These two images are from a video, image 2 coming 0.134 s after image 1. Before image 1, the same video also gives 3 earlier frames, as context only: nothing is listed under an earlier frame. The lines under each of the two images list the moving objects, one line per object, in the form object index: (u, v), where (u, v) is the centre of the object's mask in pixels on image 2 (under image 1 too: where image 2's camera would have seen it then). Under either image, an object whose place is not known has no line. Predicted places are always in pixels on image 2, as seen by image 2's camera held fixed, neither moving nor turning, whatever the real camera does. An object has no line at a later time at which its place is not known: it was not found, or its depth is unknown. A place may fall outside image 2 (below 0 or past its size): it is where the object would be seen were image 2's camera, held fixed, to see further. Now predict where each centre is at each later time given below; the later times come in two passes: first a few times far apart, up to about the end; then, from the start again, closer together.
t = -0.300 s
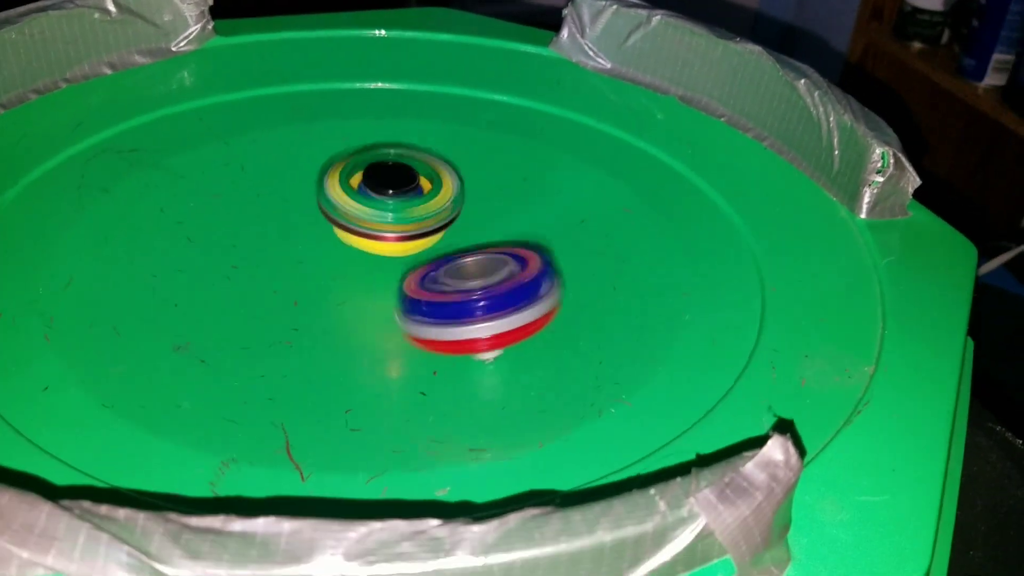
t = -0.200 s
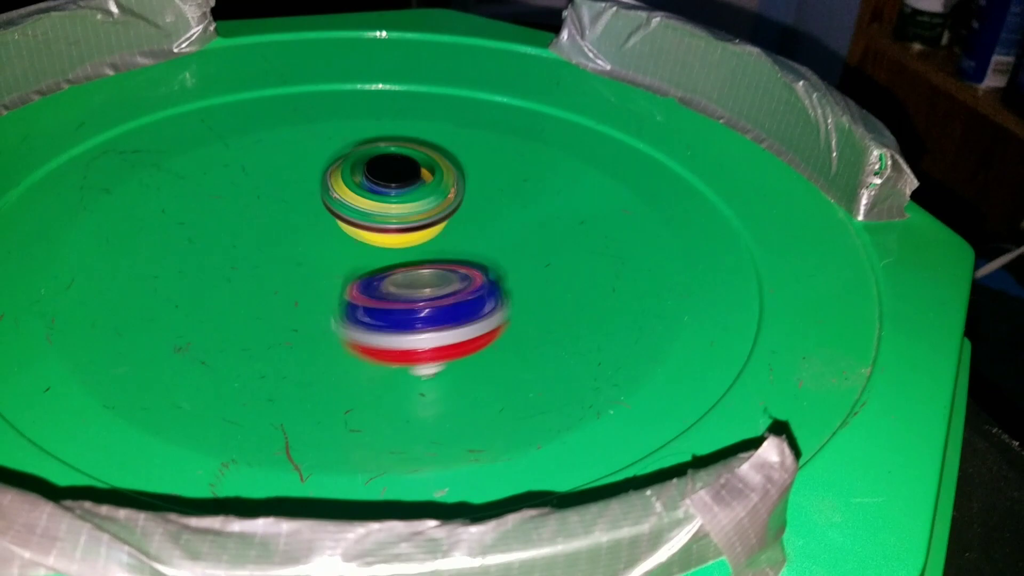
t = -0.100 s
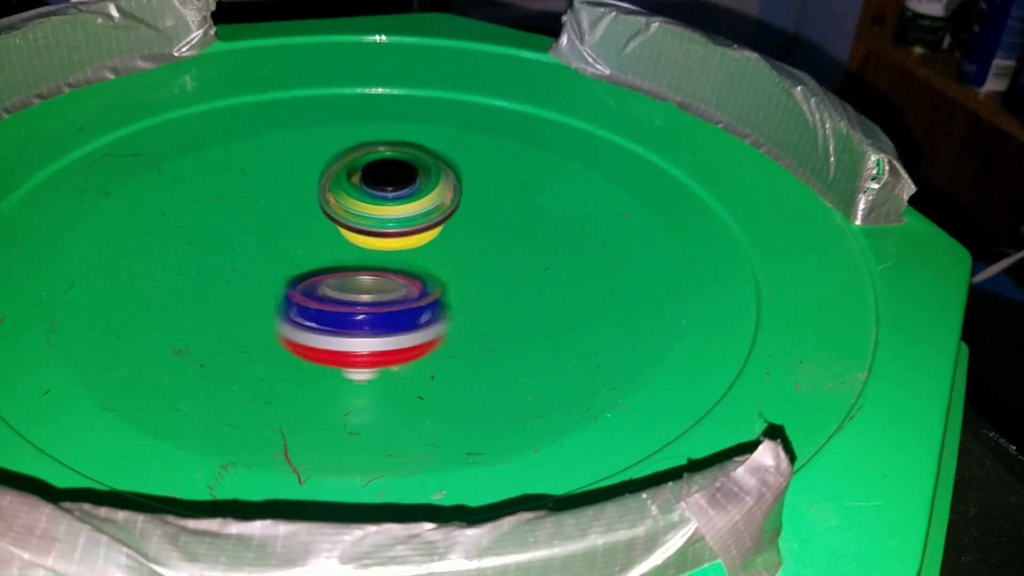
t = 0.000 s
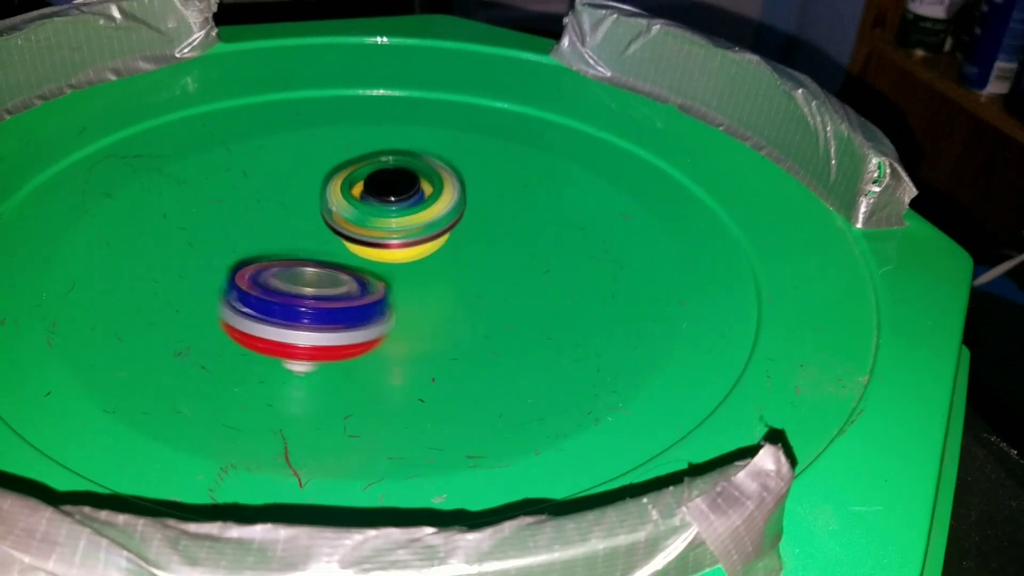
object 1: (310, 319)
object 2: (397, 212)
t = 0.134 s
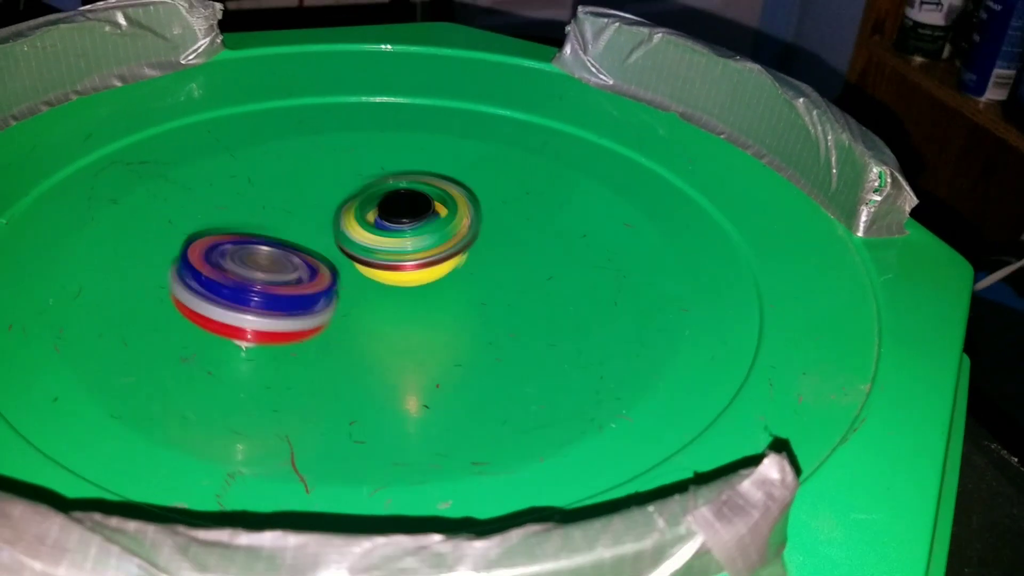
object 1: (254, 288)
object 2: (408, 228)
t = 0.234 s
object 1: (234, 261)
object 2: (417, 240)
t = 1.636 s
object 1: (417, 323)
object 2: (387, 225)
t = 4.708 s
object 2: (368, 188)
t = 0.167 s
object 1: (245, 279)
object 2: (411, 232)
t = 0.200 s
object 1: (238, 271)
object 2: (413, 236)
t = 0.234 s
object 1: (234, 261)
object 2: (417, 240)
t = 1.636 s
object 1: (417, 323)
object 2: (387, 225)
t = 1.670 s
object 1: (398, 327)
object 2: (392, 224)
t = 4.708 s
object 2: (368, 188)
